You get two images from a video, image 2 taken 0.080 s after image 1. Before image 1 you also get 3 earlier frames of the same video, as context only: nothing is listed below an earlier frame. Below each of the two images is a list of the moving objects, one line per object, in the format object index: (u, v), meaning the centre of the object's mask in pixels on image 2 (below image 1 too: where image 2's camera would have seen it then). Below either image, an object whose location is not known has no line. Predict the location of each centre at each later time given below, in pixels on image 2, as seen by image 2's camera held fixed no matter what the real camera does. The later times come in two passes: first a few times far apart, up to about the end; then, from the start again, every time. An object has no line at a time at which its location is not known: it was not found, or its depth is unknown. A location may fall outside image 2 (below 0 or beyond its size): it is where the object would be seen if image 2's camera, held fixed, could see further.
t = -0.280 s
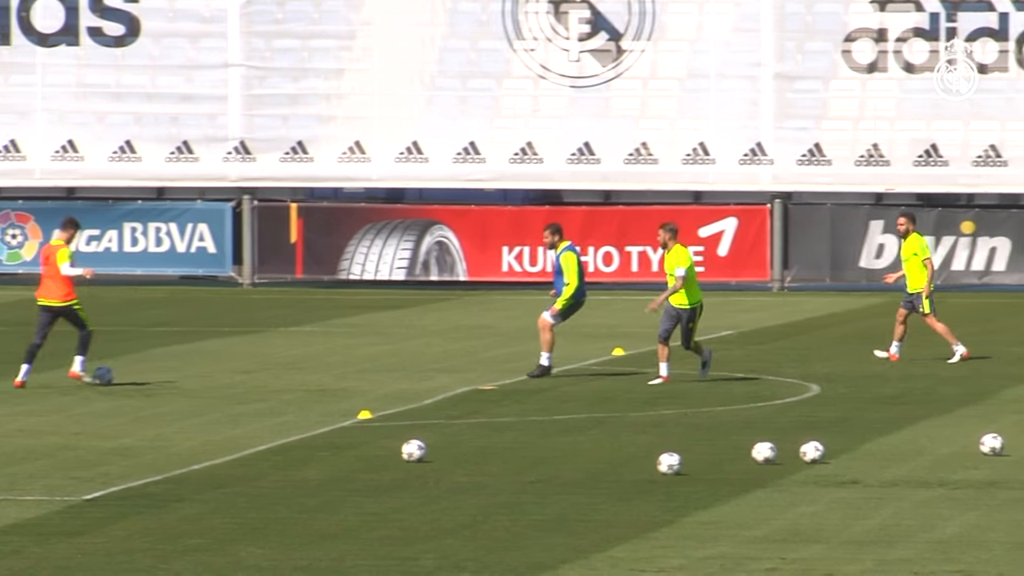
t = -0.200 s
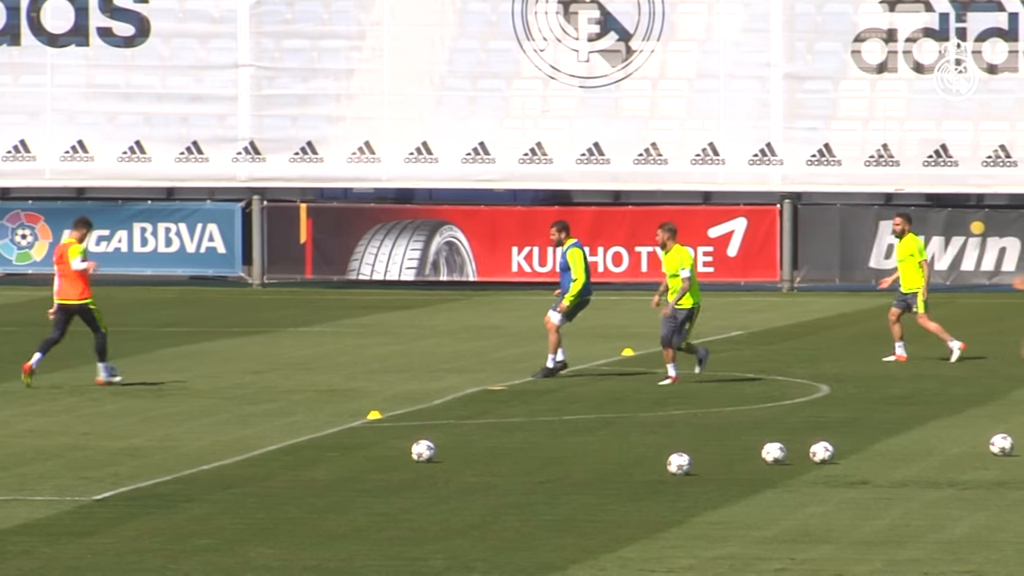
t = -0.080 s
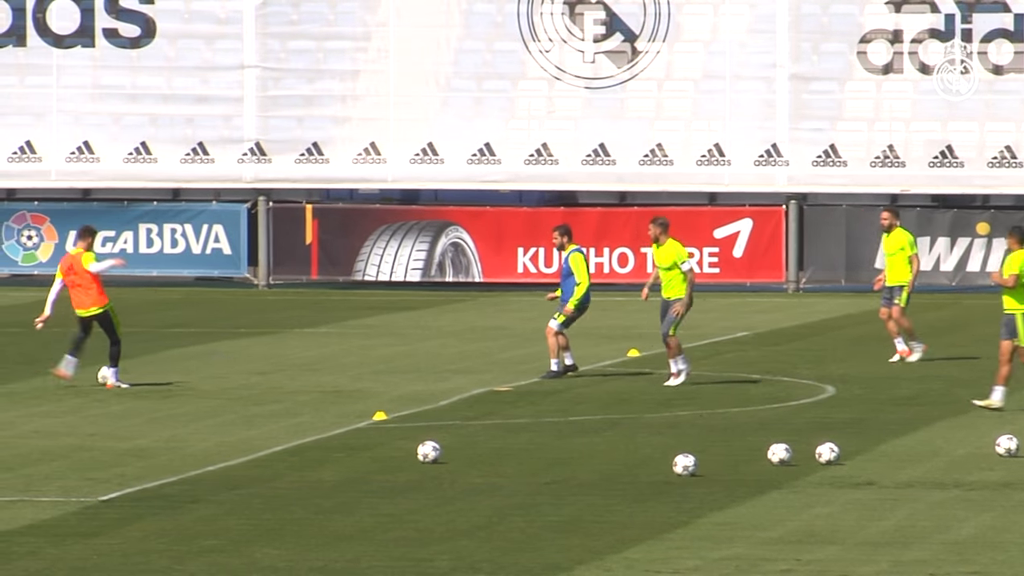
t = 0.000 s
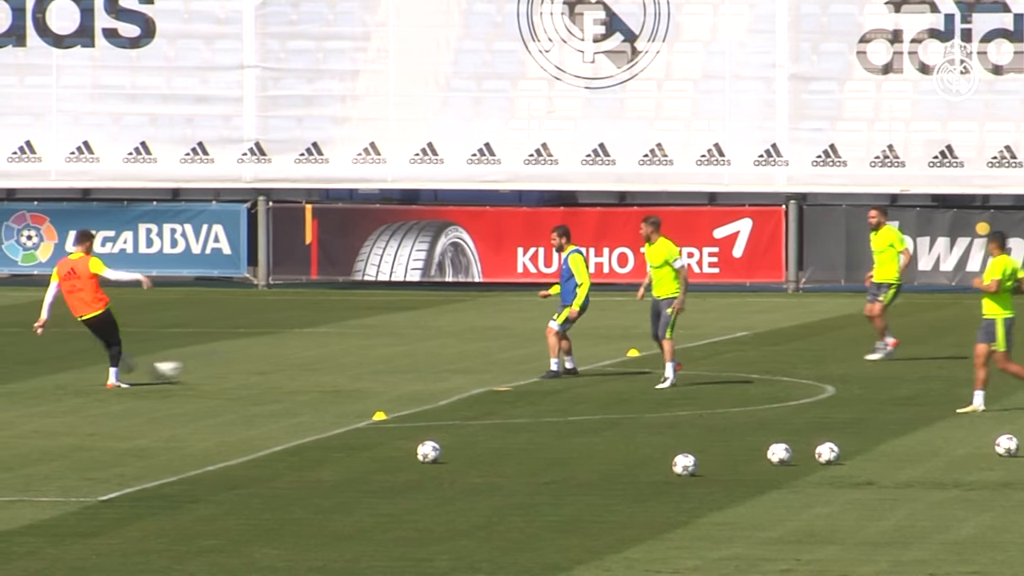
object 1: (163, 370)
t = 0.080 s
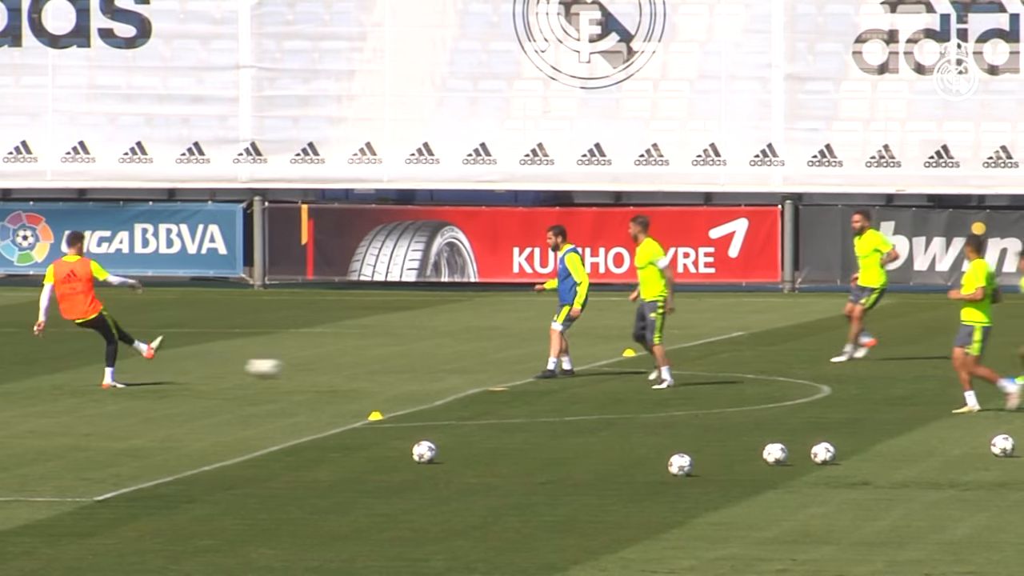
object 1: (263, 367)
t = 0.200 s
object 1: (405, 362)
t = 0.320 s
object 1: (534, 359)
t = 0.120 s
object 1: (313, 368)
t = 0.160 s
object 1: (360, 364)
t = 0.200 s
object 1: (405, 362)
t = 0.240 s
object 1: (450, 361)
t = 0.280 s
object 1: (493, 360)
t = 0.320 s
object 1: (534, 359)
